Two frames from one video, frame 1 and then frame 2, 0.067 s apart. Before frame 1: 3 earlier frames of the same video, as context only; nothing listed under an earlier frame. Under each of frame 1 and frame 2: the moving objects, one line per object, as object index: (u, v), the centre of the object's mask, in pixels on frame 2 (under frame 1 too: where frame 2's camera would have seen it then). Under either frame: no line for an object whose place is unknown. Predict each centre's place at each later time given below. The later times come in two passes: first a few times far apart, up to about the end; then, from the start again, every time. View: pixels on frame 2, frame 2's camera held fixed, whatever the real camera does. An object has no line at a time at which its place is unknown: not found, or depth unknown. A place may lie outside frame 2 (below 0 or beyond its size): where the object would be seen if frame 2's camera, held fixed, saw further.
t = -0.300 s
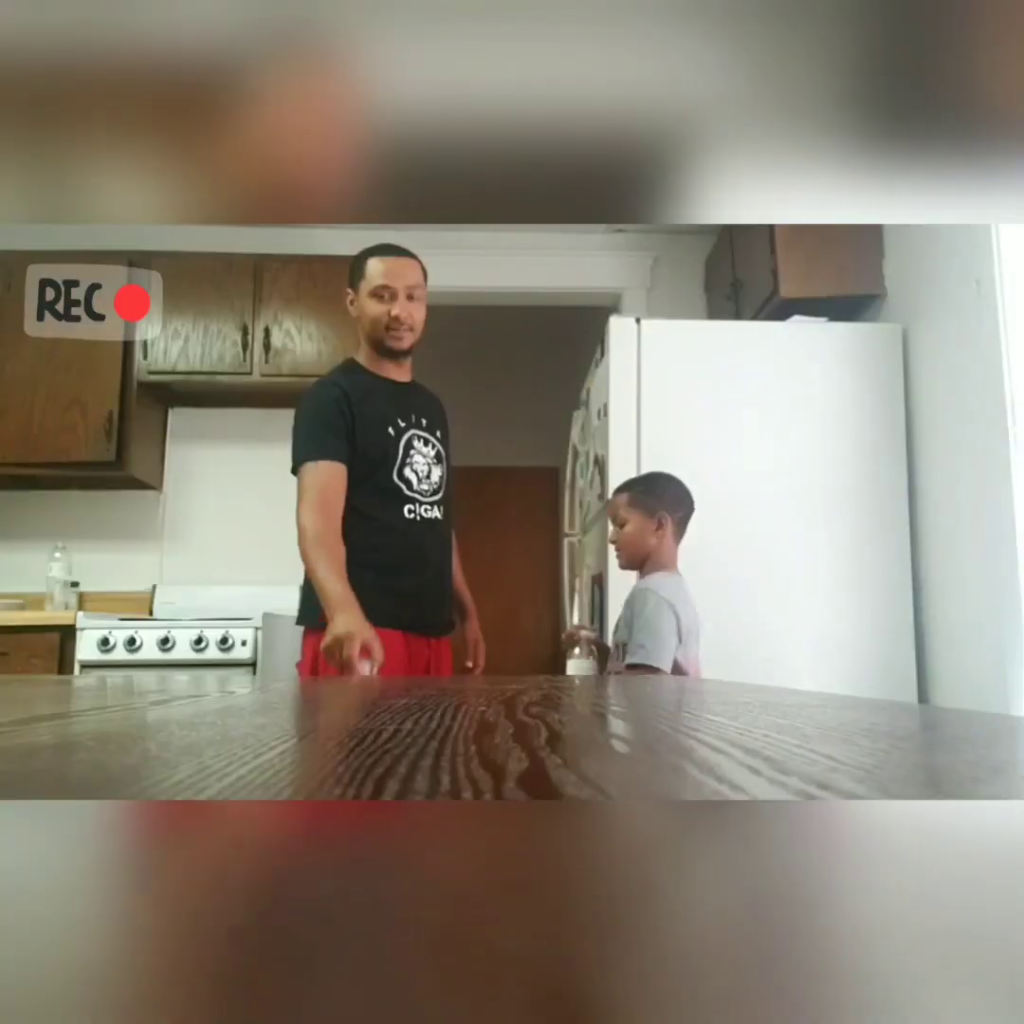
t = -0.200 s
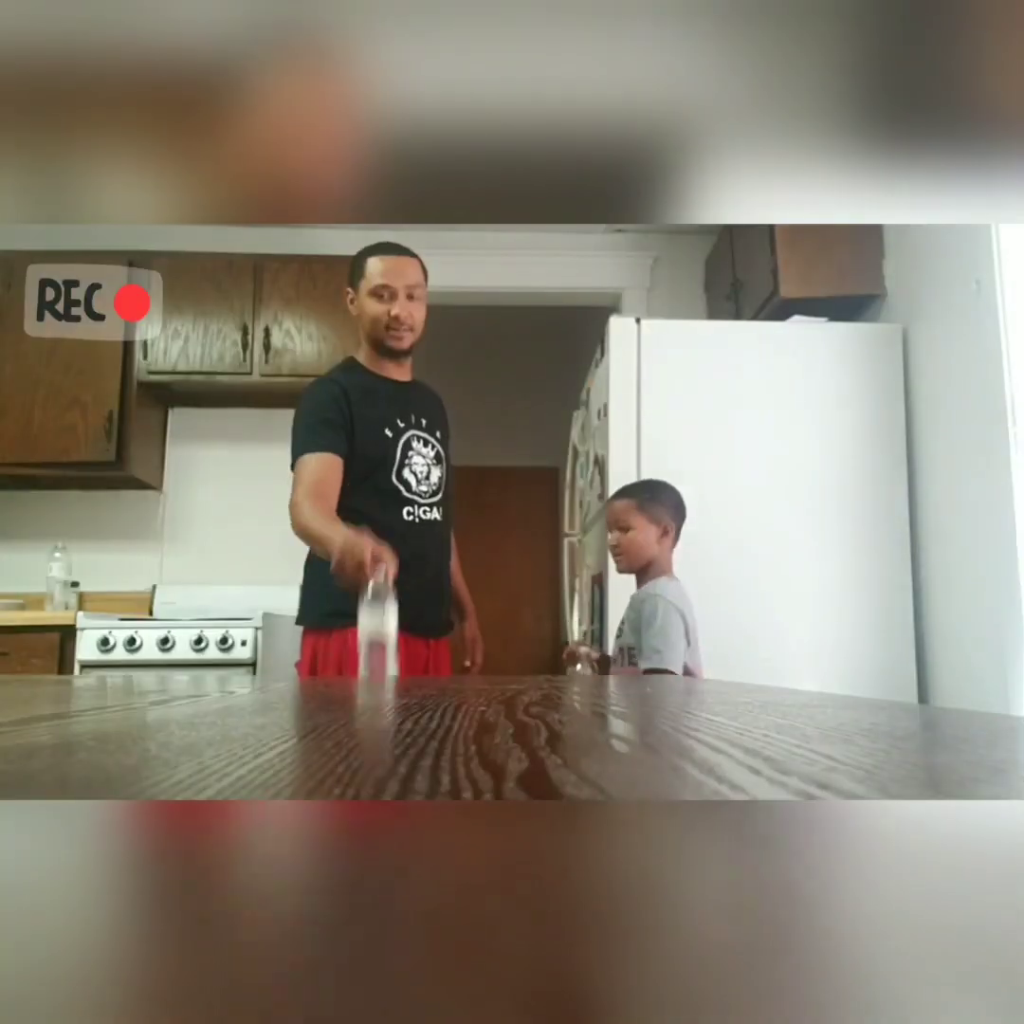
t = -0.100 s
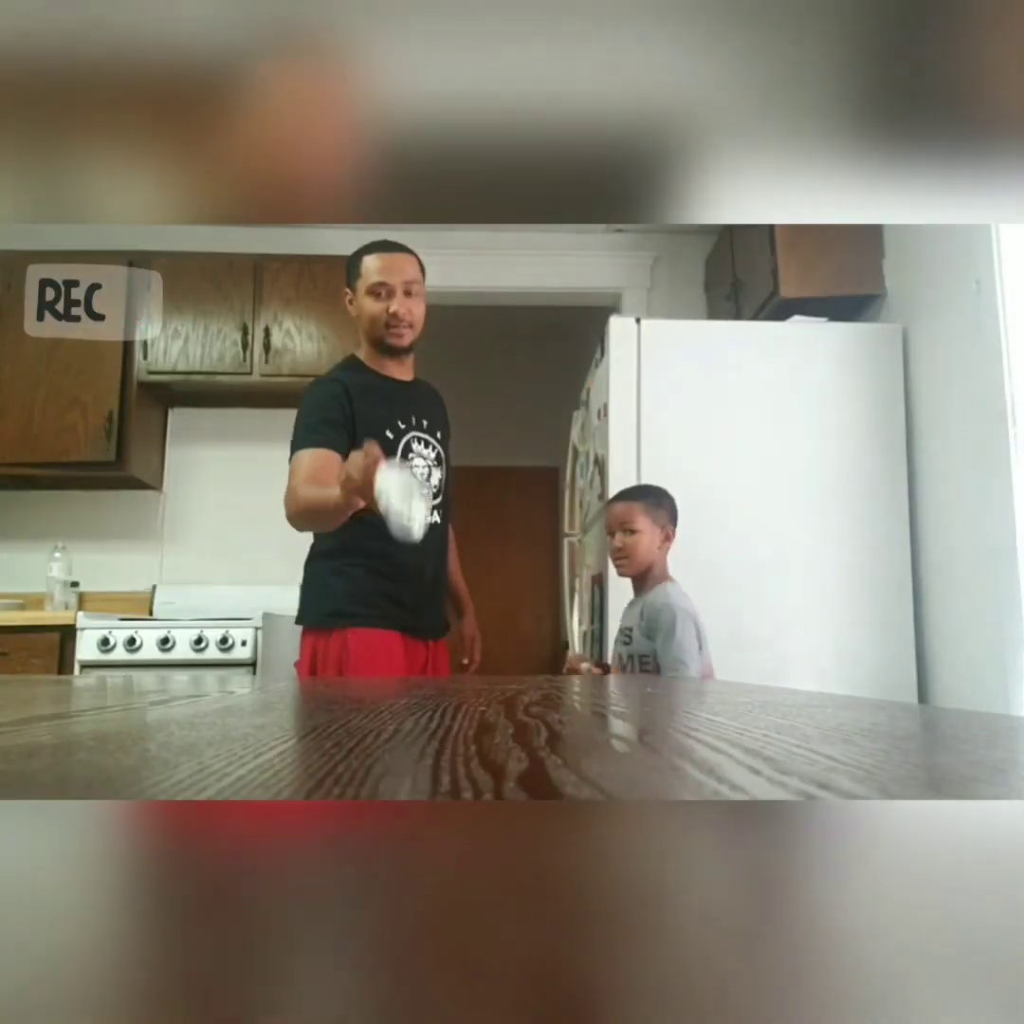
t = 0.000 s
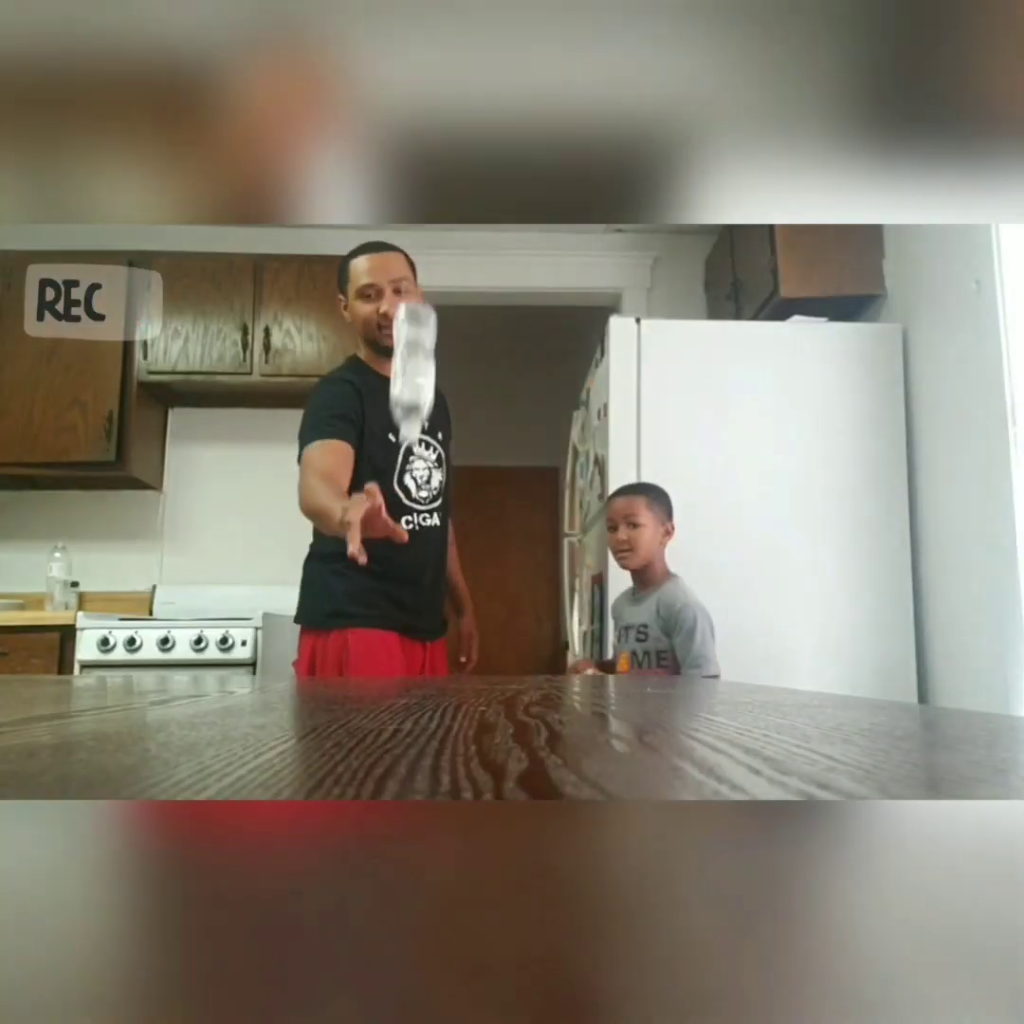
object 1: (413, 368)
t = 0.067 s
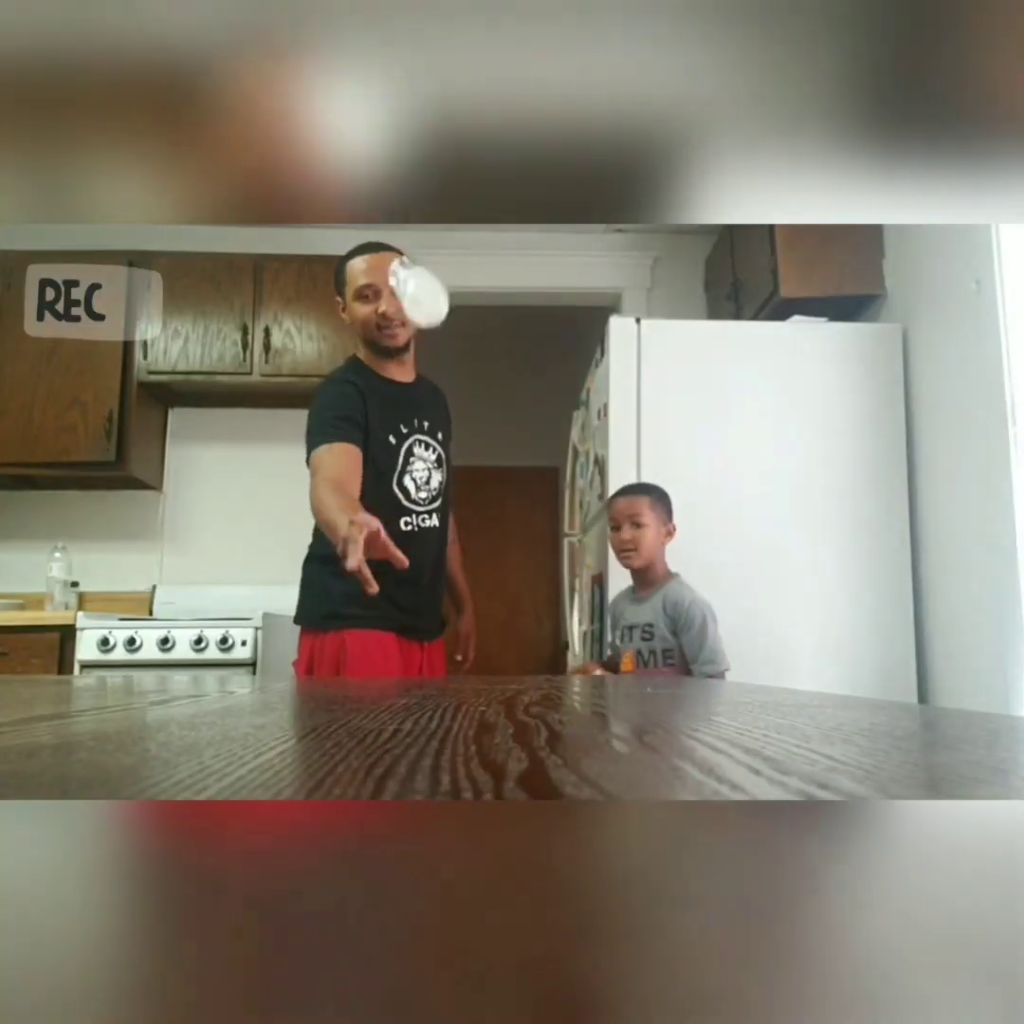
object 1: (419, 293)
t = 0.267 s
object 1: (428, 285)
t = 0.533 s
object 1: (434, 592)
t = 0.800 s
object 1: (435, 589)
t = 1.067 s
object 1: (427, 591)
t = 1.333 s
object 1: (426, 592)
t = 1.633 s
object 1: (426, 591)
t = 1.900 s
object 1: (426, 591)
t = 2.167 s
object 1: (426, 591)
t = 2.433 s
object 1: (426, 592)
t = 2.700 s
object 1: (426, 591)
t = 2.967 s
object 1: (426, 591)
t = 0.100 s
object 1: (421, 271)
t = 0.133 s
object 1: (422, 258)
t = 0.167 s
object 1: (423, 255)
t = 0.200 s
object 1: (423, 260)
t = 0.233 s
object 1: (425, 269)
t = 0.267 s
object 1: (428, 285)
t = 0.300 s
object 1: (429, 309)
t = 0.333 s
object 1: (430, 345)
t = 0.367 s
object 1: (430, 389)
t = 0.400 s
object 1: (431, 444)
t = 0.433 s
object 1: (430, 512)
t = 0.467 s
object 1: (431, 592)
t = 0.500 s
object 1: (434, 592)
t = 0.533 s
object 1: (434, 592)
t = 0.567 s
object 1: (436, 589)
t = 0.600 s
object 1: (437, 589)
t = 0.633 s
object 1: (437, 589)
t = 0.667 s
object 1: (437, 589)
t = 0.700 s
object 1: (437, 589)
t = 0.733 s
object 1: (437, 589)
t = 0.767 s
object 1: (437, 589)
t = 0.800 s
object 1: (435, 589)
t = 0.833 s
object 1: (433, 590)
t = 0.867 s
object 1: (429, 591)
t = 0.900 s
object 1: (428, 591)
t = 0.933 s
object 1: (428, 591)
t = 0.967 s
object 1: (426, 591)
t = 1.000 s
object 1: (426, 591)
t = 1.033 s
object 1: (426, 591)
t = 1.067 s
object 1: (427, 591)
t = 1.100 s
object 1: (427, 591)
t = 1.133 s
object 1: (426, 591)
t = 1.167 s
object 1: (426, 591)
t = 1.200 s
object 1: (426, 591)
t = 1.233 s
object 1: (426, 591)
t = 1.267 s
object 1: (426, 591)
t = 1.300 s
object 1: (426, 591)
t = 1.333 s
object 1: (426, 592)
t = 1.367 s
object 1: (426, 591)
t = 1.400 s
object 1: (426, 591)
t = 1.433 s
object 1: (426, 591)
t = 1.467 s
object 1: (426, 591)
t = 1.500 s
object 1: (426, 591)
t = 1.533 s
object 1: (426, 591)
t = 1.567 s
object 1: (426, 591)
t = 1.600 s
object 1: (426, 591)
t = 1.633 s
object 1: (426, 591)
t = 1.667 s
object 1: (426, 591)
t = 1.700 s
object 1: (426, 591)
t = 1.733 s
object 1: (426, 591)
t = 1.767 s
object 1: (426, 591)
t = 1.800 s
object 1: (426, 591)
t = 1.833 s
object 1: (426, 591)
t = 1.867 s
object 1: (426, 591)
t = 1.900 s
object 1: (426, 591)
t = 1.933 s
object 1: (426, 591)
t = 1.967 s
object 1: (426, 591)
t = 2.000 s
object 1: (426, 591)
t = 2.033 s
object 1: (426, 591)
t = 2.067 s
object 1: (426, 591)
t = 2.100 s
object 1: (426, 591)
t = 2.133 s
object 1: (426, 591)
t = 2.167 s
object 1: (426, 591)
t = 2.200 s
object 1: (426, 591)
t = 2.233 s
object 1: (426, 591)
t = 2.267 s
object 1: (426, 591)
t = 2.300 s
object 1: (426, 591)
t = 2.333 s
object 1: (426, 591)
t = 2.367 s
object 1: (426, 591)
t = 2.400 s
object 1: (426, 591)
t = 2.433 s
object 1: (426, 592)
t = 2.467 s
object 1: (426, 591)
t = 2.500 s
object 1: (426, 591)
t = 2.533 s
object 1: (426, 591)
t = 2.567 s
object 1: (426, 592)
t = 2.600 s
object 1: (426, 591)
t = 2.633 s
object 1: (426, 591)
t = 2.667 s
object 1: (426, 591)
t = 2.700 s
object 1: (426, 591)
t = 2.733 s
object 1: (426, 591)
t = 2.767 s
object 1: (426, 591)
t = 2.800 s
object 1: (426, 591)
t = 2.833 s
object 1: (426, 591)
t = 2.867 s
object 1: (426, 591)
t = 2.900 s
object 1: (426, 591)
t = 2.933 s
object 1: (426, 591)
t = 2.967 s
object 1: (426, 591)
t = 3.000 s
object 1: (426, 591)
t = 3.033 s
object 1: (426, 591)
